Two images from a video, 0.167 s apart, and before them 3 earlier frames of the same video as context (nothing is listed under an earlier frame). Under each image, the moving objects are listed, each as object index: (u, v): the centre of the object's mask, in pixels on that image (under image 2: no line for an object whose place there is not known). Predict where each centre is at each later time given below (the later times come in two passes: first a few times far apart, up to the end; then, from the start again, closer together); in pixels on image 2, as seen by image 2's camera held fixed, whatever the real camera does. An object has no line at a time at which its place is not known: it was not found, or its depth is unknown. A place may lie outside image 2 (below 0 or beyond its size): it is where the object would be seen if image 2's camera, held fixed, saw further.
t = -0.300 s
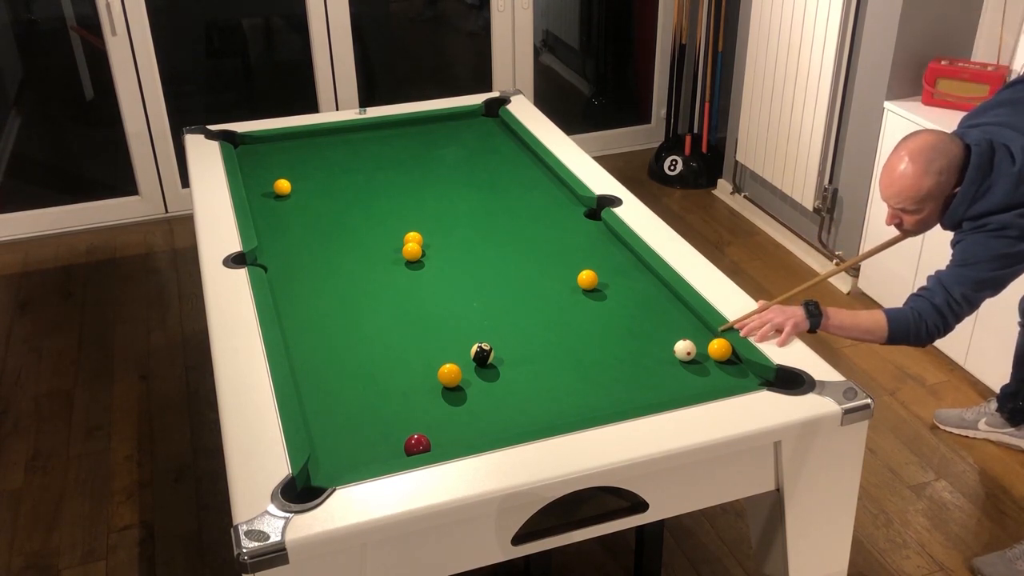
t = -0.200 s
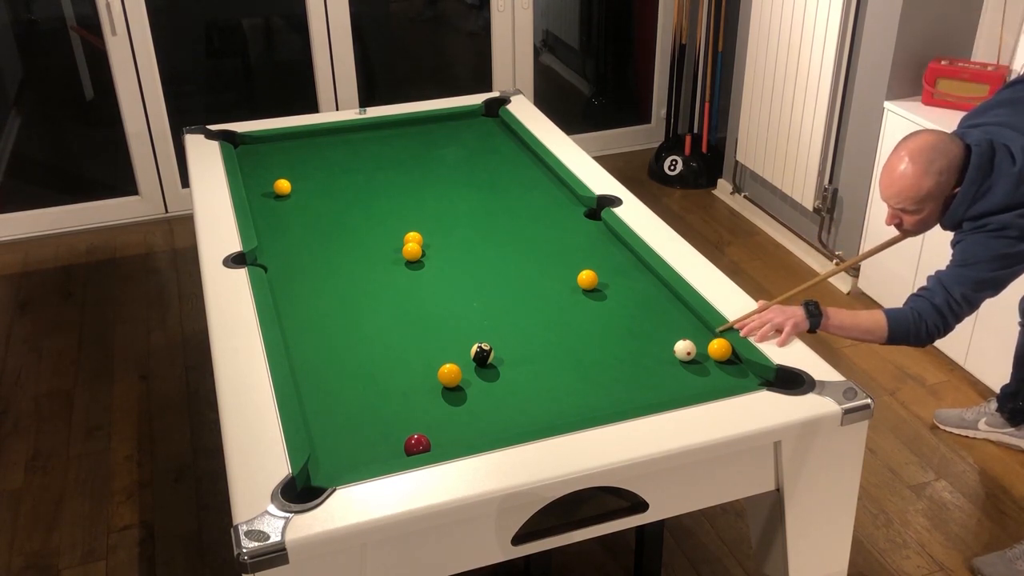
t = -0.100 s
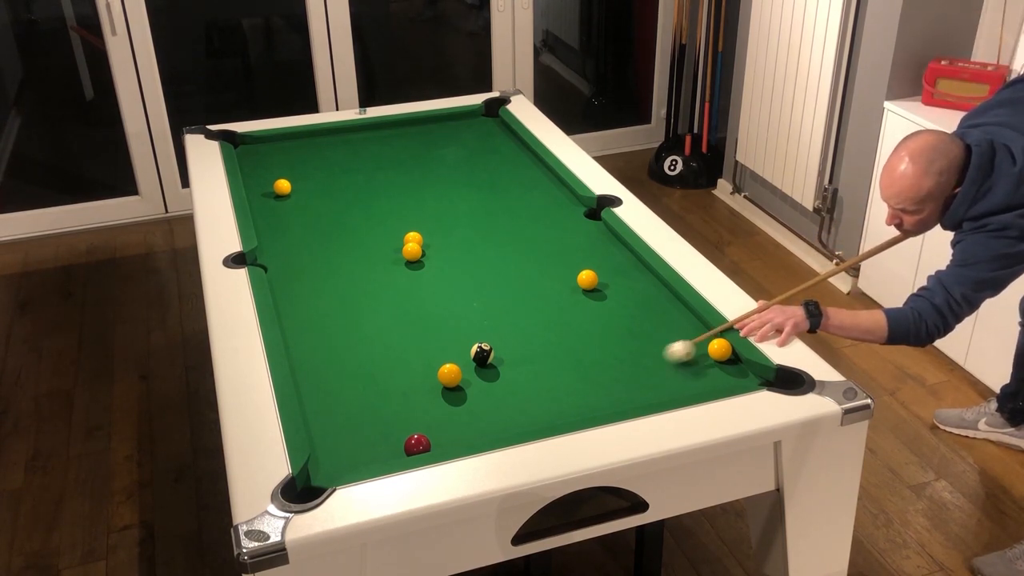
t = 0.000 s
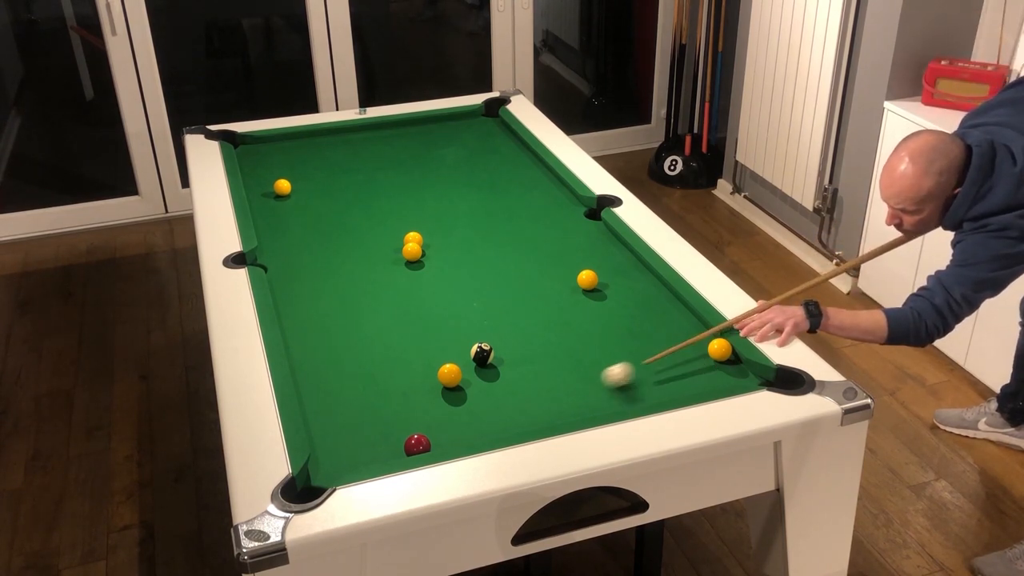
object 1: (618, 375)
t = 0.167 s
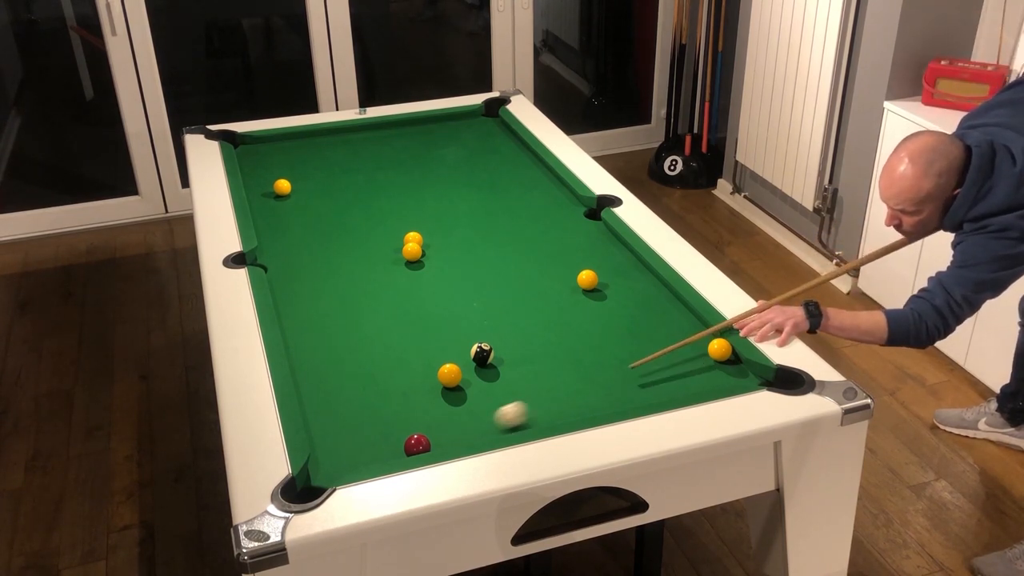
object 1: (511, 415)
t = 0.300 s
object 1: (444, 441)
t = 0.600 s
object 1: (410, 438)
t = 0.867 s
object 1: (373, 435)
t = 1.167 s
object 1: (335, 433)
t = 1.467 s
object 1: (326, 427)
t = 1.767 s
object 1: (342, 418)
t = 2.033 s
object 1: (354, 412)
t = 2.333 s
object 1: (363, 407)
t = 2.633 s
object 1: (370, 404)
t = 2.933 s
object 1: (373, 402)
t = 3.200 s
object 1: (373, 402)
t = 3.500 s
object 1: (372, 403)
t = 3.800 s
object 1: (372, 403)
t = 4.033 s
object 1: (366, 402)
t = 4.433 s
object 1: (375, 399)
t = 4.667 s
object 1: (372, 403)
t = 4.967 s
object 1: (372, 403)
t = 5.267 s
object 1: (372, 403)
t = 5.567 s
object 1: (372, 403)
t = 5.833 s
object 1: (372, 403)
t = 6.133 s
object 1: (372, 403)
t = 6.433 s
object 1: (372, 403)
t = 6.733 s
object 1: (372, 403)
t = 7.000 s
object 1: (372, 403)
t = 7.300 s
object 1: (372, 403)
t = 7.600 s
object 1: (372, 403)
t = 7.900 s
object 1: (372, 403)
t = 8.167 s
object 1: (372, 403)
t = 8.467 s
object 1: (372, 403)
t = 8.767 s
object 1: (372, 403)
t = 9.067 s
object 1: (372, 403)
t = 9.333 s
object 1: (372, 403)
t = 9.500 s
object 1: (372, 403)
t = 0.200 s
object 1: (489, 424)
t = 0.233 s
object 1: (466, 431)
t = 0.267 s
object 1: (445, 438)
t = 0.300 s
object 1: (444, 441)
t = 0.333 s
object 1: (444, 440)
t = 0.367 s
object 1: (442, 439)
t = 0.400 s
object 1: (439, 439)
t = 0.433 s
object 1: (435, 438)
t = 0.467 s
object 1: (430, 438)
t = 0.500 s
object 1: (425, 438)
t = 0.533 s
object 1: (420, 438)
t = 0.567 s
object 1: (415, 438)
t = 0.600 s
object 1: (410, 438)
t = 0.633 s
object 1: (406, 437)
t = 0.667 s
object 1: (401, 437)
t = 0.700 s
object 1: (396, 436)
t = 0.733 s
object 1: (391, 436)
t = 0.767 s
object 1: (387, 436)
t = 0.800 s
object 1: (382, 436)
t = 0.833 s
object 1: (378, 435)
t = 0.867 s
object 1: (373, 435)
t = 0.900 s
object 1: (369, 435)
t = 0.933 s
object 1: (365, 435)
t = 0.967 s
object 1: (360, 435)
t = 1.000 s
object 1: (356, 435)
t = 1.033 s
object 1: (352, 434)
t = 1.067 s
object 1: (347, 434)
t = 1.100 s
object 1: (343, 434)
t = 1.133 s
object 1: (339, 433)
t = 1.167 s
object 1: (335, 433)
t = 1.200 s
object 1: (331, 433)
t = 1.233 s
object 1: (327, 433)
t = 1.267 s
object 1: (323, 432)
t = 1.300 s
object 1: (319, 432)
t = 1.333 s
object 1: (318, 431)
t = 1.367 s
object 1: (320, 430)
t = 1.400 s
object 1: (322, 429)
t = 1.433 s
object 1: (324, 428)
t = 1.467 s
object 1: (326, 427)
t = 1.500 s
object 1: (328, 426)
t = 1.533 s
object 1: (330, 425)
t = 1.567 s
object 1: (332, 424)
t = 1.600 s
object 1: (333, 423)
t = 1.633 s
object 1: (335, 422)
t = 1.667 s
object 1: (337, 421)
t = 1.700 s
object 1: (339, 420)
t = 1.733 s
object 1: (341, 419)
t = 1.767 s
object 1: (342, 418)
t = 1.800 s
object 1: (344, 417)
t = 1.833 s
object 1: (345, 416)
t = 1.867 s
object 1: (347, 415)
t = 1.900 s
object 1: (348, 415)
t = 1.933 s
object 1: (350, 414)
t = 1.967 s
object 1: (351, 413)
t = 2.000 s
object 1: (352, 412)
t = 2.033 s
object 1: (354, 412)
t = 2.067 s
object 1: (355, 411)
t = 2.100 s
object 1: (356, 411)
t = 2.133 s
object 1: (357, 410)
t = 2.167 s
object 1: (358, 409)
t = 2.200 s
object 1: (359, 409)
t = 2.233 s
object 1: (360, 408)
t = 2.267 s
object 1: (362, 408)
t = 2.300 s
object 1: (362, 407)
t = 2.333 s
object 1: (363, 407)
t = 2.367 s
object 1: (364, 406)
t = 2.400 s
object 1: (365, 406)
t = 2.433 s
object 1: (366, 406)
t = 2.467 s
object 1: (367, 405)
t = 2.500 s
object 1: (368, 405)
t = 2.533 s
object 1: (368, 405)
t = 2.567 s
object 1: (369, 404)
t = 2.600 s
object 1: (369, 404)
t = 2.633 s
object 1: (370, 404)
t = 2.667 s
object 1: (371, 403)
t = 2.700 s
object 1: (371, 403)
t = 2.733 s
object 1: (372, 403)
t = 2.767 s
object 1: (372, 403)
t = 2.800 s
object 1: (372, 403)
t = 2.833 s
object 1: (373, 403)
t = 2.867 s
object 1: (373, 402)
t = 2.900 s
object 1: (373, 402)
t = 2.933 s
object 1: (373, 402)
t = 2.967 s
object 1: (373, 402)
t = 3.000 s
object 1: (373, 402)
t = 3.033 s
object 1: (373, 402)
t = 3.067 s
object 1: (373, 402)
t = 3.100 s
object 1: (373, 402)
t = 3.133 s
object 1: (373, 402)
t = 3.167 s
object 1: (373, 402)
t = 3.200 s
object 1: (373, 402)
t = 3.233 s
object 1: (373, 402)
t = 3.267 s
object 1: (373, 402)
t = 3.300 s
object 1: (373, 402)
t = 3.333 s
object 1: (373, 402)
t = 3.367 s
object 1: (373, 402)
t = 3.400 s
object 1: (373, 403)
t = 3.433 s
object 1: (372, 403)
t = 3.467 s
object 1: (372, 402)
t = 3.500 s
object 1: (372, 403)
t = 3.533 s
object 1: (372, 402)
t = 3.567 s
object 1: (372, 402)
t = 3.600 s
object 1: (372, 402)
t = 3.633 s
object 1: (372, 403)
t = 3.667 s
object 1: (372, 403)
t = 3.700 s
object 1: (372, 403)
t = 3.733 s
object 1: (372, 402)
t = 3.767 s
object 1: (372, 403)
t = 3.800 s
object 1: (372, 403)
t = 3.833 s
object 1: (371, 403)
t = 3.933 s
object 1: (372, 402)
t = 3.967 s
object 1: (372, 403)
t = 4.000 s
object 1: (372, 403)
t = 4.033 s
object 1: (366, 402)
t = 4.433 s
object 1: (375, 399)
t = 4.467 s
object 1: (372, 402)
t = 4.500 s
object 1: (372, 402)
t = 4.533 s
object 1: (372, 402)
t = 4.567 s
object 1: (372, 403)
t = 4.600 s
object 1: (372, 403)
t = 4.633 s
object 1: (372, 403)
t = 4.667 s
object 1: (372, 403)
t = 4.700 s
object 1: (372, 403)
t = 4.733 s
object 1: (372, 403)
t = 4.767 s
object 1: (372, 403)
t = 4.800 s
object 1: (372, 403)
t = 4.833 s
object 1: (372, 403)
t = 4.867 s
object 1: (372, 403)
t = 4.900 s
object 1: (372, 403)
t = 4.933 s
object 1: (372, 403)
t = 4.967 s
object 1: (372, 403)
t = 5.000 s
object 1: (372, 403)
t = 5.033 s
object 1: (372, 403)
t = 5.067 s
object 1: (372, 403)
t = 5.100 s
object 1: (372, 403)
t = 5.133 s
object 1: (372, 403)
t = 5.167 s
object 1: (372, 403)
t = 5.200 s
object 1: (372, 403)
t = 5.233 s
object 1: (372, 403)
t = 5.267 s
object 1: (372, 403)
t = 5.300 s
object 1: (372, 403)
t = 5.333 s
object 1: (372, 403)
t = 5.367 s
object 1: (372, 403)
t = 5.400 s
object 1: (372, 403)
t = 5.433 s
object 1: (372, 403)
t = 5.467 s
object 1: (372, 403)
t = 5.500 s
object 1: (372, 403)
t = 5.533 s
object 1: (372, 403)
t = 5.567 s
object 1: (372, 403)
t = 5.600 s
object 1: (372, 403)
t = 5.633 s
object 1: (372, 403)
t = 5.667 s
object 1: (372, 403)
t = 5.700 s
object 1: (372, 403)
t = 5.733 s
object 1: (372, 403)
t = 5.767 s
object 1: (372, 403)
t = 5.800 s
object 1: (372, 403)
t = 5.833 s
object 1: (372, 403)
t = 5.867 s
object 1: (372, 403)
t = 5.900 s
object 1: (372, 403)
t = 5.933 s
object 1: (372, 403)
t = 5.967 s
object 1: (372, 403)
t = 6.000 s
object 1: (372, 403)
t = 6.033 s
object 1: (372, 403)
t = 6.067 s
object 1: (372, 403)
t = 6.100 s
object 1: (372, 403)
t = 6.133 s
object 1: (372, 403)
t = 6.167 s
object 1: (372, 403)
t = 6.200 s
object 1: (372, 403)
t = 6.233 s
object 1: (372, 403)
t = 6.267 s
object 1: (372, 403)
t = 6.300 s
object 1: (372, 403)
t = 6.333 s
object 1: (372, 403)
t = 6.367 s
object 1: (372, 403)
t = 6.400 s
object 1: (372, 403)
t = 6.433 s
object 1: (372, 403)
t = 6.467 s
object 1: (372, 403)
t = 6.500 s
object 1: (372, 403)
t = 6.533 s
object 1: (372, 403)
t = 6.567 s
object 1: (372, 403)
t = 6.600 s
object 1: (372, 403)
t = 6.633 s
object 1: (372, 403)
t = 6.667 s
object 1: (372, 403)
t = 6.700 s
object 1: (372, 403)
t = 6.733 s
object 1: (372, 403)
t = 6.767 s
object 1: (372, 403)
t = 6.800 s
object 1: (372, 403)
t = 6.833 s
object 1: (372, 403)
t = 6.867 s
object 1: (372, 403)
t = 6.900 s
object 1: (372, 403)
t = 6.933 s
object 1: (372, 403)
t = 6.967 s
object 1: (372, 403)
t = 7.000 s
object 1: (372, 403)
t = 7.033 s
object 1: (372, 403)
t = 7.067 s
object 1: (372, 403)
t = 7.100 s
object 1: (372, 403)
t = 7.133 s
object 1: (372, 403)
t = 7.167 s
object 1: (372, 403)
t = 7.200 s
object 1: (372, 403)
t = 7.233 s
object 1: (372, 403)
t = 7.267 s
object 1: (372, 403)
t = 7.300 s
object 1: (372, 403)
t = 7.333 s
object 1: (372, 403)
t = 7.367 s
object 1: (372, 403)
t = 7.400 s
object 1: (372, 403)
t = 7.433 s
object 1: (372, 403)
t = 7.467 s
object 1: (372, 403)
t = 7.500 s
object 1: (372, 403)
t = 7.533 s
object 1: (372, 403)
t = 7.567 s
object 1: (372, 403)
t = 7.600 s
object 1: (372, 403)
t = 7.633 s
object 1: (372, 403)
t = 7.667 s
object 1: (372, 403)
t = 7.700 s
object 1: (372, 403)
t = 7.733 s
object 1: (372, 403)
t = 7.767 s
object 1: (372, 403)
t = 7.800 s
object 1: (372, 403)
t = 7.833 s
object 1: (372, 403)
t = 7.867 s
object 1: (372, 403)
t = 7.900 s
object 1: (372, 403)
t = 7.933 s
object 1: (372, 403)
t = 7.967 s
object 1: (372, 403)
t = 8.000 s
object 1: (372, 403)
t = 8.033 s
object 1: (372, 403)
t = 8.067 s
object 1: (372, 403)
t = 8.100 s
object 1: (372, 403)
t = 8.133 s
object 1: (372, 403)
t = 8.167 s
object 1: (372, 403)
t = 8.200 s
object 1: (372, 403)
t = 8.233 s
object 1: (372, 403)
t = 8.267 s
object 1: (372, 403)
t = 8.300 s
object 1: (372, 403)
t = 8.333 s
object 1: (372, 403)
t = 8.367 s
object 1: (372, 403)
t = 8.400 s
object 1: (372, 403)
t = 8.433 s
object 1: (372, 403)
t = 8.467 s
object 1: (372, 403)
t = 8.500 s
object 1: (372, 403)
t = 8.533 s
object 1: (372, 403)
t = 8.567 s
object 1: (372, 403)
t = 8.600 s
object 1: (372, 403)
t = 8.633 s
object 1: (372, 403)
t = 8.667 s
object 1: (372, 403)
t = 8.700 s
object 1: (372, 403)
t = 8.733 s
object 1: (372, 403)
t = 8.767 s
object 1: (372, 403)
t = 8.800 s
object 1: (372, 403)
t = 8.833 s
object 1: (372, 403)
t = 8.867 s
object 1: (372, 403)
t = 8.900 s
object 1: (372, 403)
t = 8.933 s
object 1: (372, 403)
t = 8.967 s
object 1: (372, 403)
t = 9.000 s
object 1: (372, 403)
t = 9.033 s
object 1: (372, 403)
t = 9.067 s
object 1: (372, 403)
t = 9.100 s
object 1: (372, 403)
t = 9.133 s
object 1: (372, 403)
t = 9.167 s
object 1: (372, 403)
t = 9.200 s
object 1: (372, 403)
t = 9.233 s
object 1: (372, 403)
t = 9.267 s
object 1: (372, 403)
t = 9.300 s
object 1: (372, 403)
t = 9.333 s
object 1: (372, 403)
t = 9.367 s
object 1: (372, 403)
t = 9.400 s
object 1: (372, 403)
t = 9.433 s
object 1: (372, 403)
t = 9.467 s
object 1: (372, 403)
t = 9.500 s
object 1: (372, 403)
